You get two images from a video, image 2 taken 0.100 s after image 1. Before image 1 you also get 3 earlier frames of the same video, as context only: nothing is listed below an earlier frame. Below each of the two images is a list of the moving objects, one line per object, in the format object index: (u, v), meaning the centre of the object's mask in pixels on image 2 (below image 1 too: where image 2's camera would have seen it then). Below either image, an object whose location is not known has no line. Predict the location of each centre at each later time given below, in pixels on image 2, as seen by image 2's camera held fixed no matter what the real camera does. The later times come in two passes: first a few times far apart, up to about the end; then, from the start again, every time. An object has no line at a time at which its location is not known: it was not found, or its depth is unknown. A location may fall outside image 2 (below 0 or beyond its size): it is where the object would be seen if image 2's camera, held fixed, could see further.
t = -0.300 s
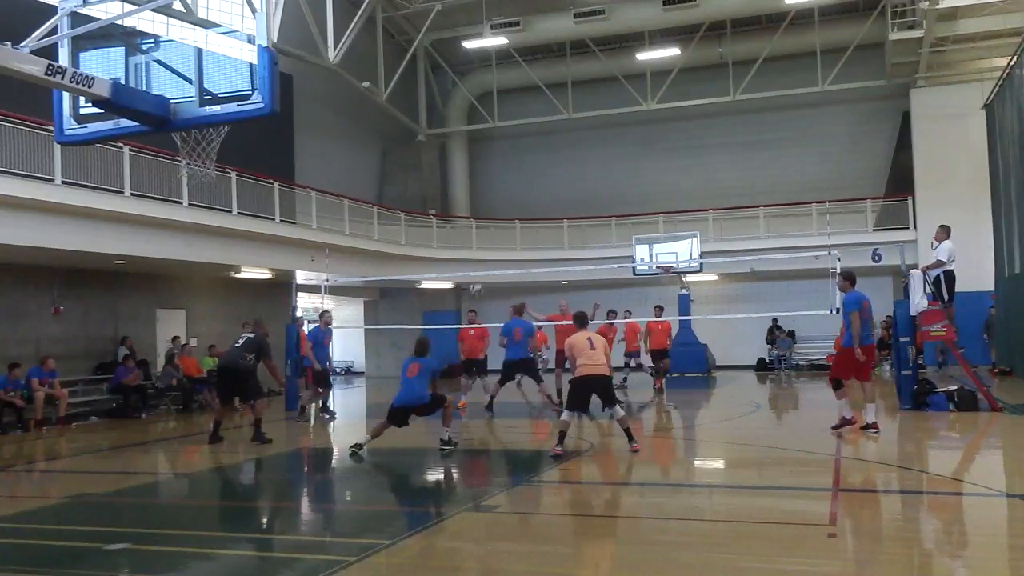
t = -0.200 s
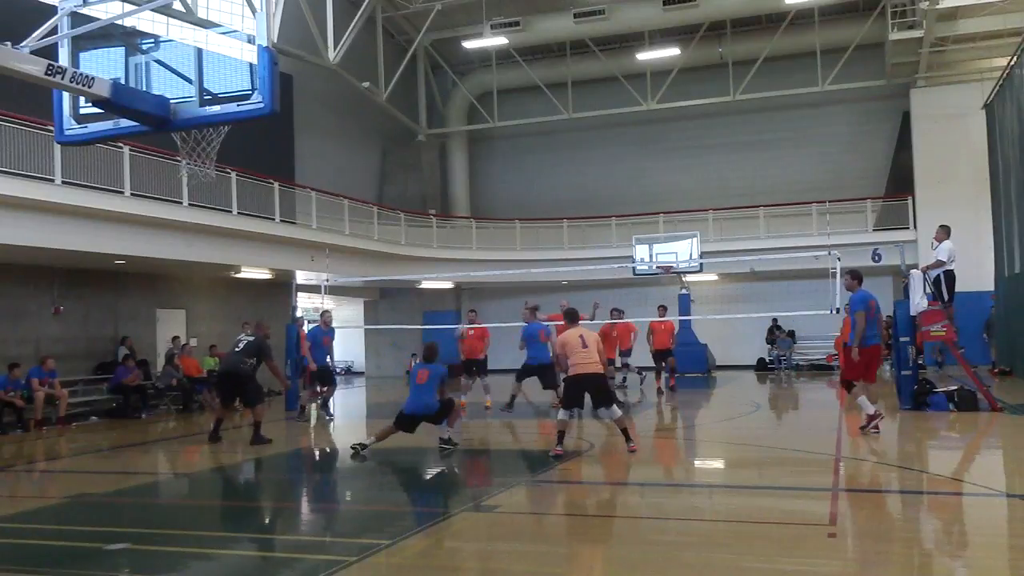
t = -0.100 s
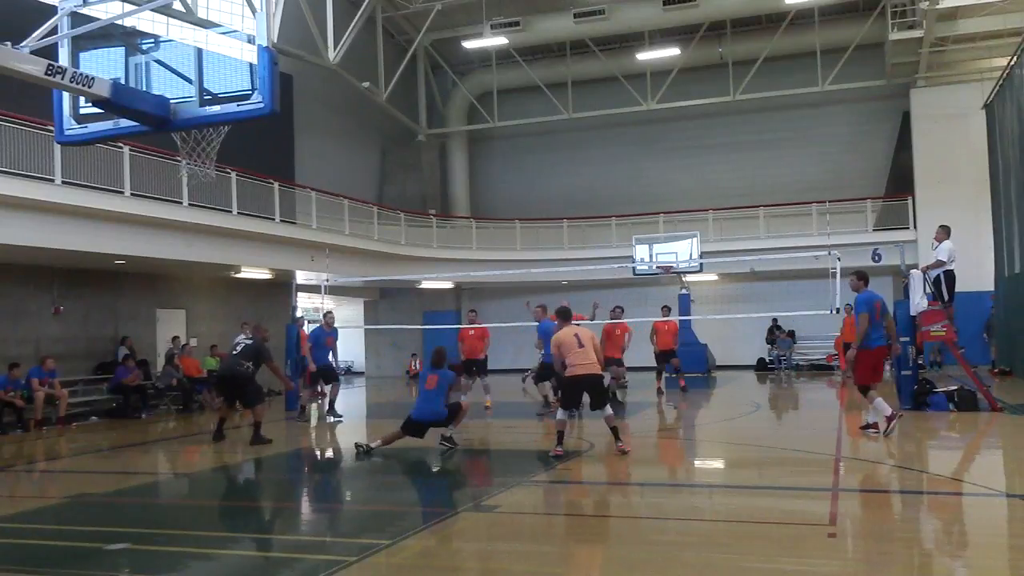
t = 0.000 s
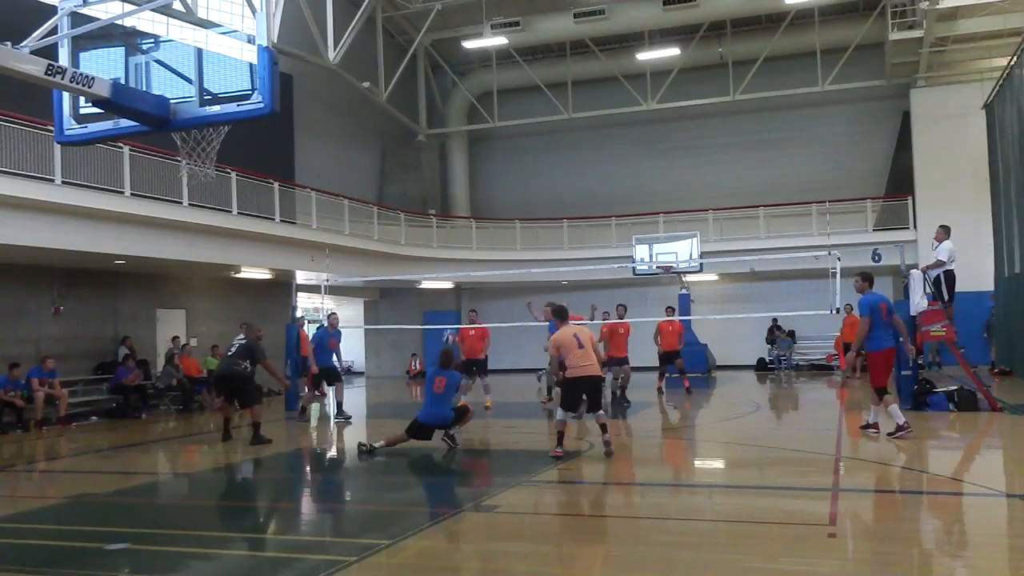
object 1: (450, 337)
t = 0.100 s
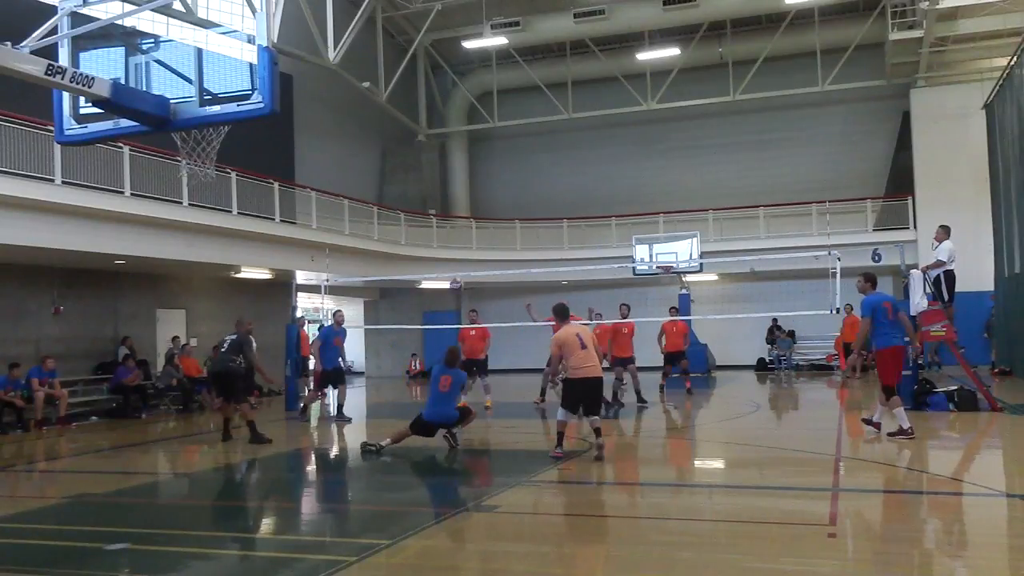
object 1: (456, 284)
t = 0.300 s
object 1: (472, 207)
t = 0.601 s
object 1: (492, 151)
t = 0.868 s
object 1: (511, 153)
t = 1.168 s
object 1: (533, 210)
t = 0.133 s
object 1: (459, 270)
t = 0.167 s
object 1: (462, 254)
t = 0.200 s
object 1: (465, 242)
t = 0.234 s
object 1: (468, 228)
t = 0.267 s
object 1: (469, 218)
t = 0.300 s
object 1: (472, 207)
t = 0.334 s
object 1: (474, 197)
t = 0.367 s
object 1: (476, 188)
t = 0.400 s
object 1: (479, 181)
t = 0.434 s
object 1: (481, 173)
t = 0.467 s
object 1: (483, 167)
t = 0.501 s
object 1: (486, 162)
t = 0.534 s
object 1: (488, 157)
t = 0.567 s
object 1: (490, 154)
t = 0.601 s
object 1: (492, 151)
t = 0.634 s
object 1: (495, 148)
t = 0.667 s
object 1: (497, 146)
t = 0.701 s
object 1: (499, 146)
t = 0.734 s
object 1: (502, 146)
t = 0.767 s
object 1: (504, 147)
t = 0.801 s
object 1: (506, 148)
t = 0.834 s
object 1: (509, 151)
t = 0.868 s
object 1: (511, 153)
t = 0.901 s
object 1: (514, 157)
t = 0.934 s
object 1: (516, 161)
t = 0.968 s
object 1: (518, 166)
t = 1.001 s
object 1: (520, 171)
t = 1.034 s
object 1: (523, 178)
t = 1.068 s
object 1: (525, 185)
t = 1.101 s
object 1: (527, 193)
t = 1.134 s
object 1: (530, 200)
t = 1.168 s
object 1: (533, 210)
